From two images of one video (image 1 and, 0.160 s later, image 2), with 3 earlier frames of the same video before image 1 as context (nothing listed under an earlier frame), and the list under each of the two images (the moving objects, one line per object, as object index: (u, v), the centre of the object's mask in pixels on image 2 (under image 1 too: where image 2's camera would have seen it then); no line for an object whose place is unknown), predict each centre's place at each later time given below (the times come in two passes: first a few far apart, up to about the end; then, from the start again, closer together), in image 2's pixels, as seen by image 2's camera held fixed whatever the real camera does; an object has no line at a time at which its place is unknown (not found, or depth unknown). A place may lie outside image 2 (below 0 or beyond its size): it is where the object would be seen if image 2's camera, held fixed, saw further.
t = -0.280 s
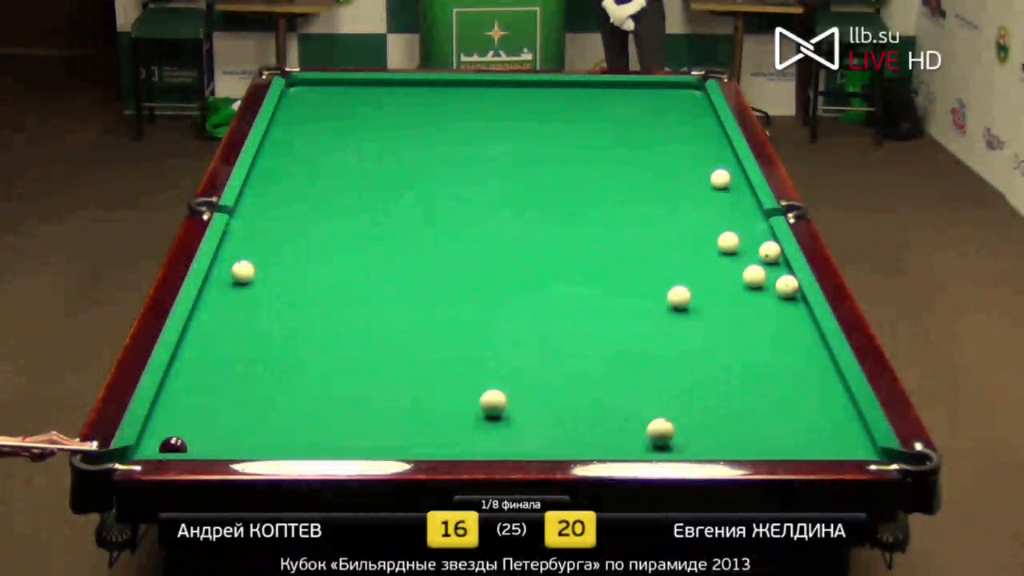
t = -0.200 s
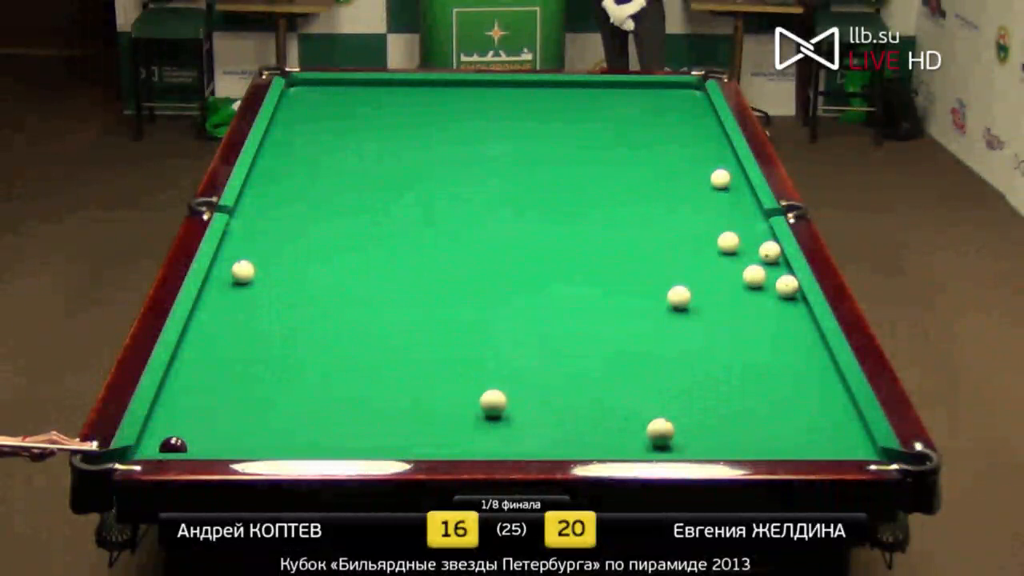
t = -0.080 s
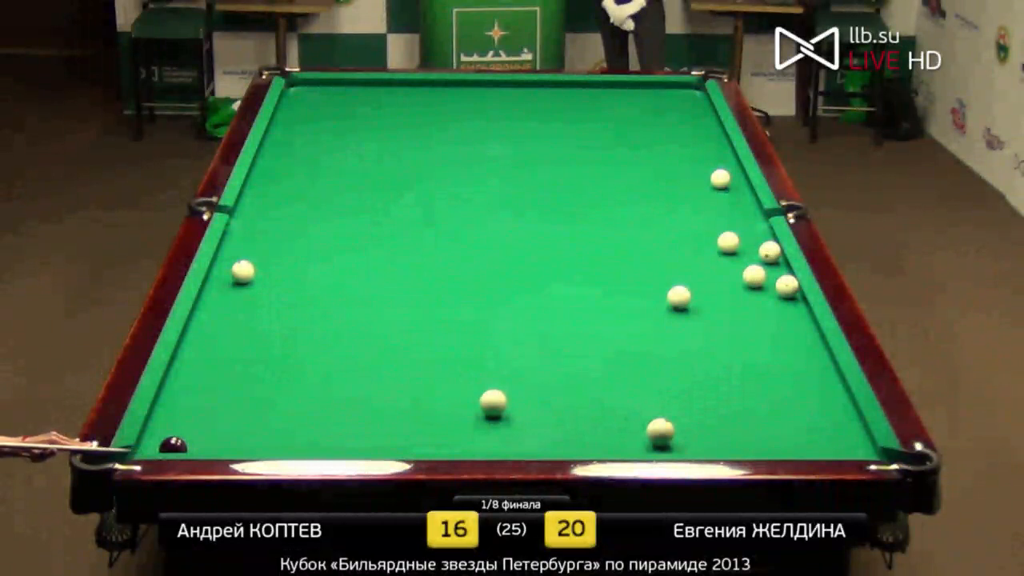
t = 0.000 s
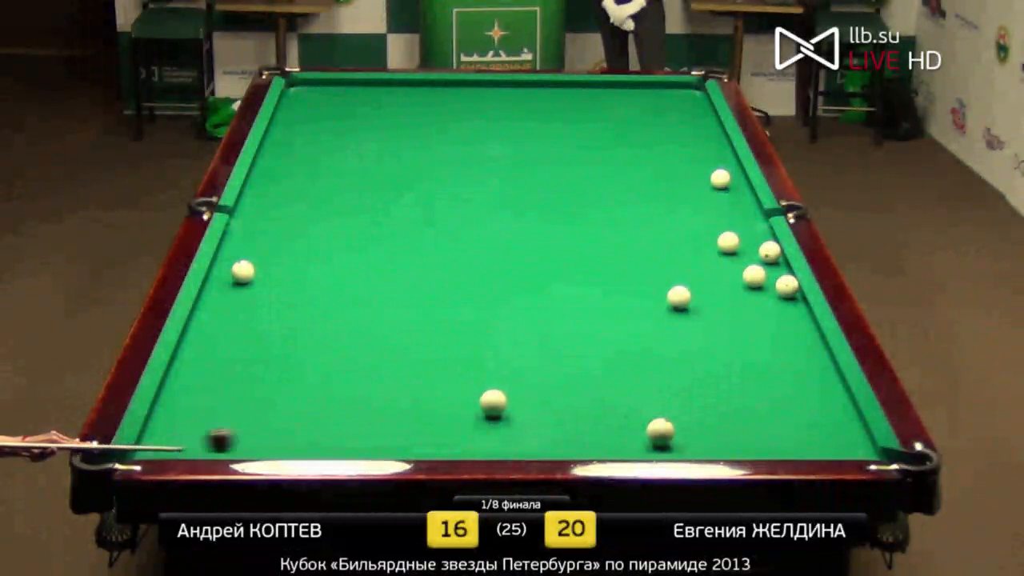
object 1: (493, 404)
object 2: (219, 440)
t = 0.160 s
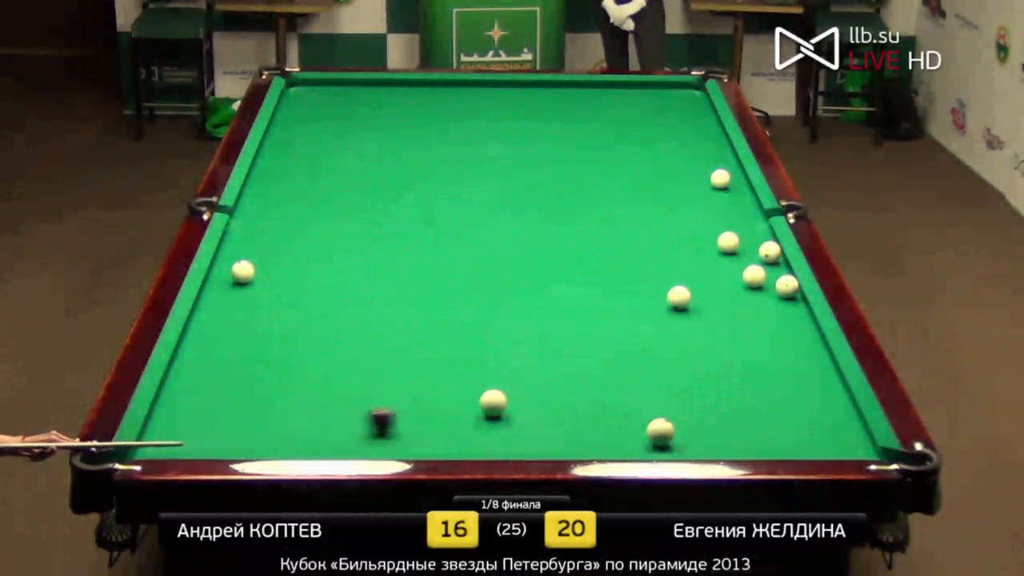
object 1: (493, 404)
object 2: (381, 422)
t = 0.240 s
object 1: (493, 403)
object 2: (450, 412)
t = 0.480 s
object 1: (631, 379)
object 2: (486, 410)
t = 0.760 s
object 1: (756, 358)
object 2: (514, 411)
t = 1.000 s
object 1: (789, 344)
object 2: (537, 411)
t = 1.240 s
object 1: (725, 333)
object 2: (559, 411)
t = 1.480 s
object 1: (666, 323)
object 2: (578, 411)
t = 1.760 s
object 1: (601, 311)
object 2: (599, 411)
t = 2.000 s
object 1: (548, 302)
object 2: (615, 410)
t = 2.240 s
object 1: (498, 293)
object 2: (630, 410)
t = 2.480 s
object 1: (449, 285)
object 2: (642, 410)
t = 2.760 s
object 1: (396, 276)
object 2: (655, 407)
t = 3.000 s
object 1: (352, 269)
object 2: (666, 408)
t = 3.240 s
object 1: (310, 261)
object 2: (674, 410)
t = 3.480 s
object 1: (270, 255)
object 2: (681, 410)
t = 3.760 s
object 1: (228, 247)
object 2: (686, 411)
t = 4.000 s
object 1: (252, 244)
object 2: (690, 411)
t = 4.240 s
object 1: (273, 241)
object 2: (691, 412)
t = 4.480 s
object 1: (293, 239)
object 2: (692, 412)
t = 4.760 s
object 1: (315, 235)
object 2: (692, 412)
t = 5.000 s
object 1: (333, 233)
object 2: (692, 412)
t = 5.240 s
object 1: (349, 230)
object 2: (692, 412)
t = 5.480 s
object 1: (364, 228)
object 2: (692, 412)
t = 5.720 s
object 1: (378, 226)
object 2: (692, 412)
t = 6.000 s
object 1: (392, 224)
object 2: (692, 412)
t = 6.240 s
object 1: (403, 222)
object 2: (692, 412)
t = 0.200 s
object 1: (493, 403)
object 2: (417, 418)
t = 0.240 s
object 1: (493, 403)
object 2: (450, 412)
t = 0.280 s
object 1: (506, 400)
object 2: (468, 409)
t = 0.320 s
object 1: (534, 396)
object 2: (470, 410)
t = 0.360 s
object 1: (560, 391)
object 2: (473, 410)
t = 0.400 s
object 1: (586, 386)
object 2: (477, 410)
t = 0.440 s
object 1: (609, 383)
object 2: (481, 410)
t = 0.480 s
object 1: (631, 379)
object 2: (486, 410)
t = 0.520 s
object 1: (651, 376)
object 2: (490, 410)
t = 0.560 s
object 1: (670, 372)
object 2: (494, 410)
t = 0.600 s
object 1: (688, 369)
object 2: (498, 411)
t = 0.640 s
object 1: (705, 367)
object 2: (502, 410)
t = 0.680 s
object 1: (722, 364)
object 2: (506, 411)
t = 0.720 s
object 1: (739, 361)
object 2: (510, 411)
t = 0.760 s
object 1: (756, 358)
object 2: (514, 411)
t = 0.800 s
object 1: (773, 355)
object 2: (518, 410)
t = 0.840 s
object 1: (789, 353)
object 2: (522, 411)
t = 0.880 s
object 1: (805, 349)
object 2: (526, 411)
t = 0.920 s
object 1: (818, 348)
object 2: (530, 411)
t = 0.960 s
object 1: (802, 345)
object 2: (533, 410)
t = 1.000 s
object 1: (789, 344)
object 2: (537, 411)
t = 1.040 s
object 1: (777, 342)
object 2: (541, 411)
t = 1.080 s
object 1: (765, 340)
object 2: (545, 411)
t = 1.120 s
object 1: (755, 338)
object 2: (548, 411)
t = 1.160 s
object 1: (745, 337)
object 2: (552, 411)
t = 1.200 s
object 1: (735, 335)
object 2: (555, 411)
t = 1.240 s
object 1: (725, 333)
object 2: (559, 411)
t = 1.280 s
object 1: (715, 331)
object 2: (562, 411)
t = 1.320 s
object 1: (705, 329)
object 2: (565, 411)
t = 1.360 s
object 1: (695, 328)
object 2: (569, 411)
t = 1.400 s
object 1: (685, 326)
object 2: (572, 411)
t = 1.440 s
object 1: (675, 324)
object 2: (575, 411)
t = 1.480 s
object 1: (666, 323)
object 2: (578, 411)
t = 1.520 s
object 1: (656, 321)
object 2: (581, 411)
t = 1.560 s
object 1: (647, 319)
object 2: (585, 411)
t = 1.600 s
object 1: (637, 318)
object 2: (587, 411)
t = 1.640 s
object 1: (628, 316)
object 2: (591, 411)
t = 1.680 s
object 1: (619, 315)
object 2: (593, 411)
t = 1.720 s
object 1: (610, 313)
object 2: (596, 411)
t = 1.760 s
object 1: (601, 311)
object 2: (599, 411)
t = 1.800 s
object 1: (592, 310)
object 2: (602, 411)
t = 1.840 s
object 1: (583, 308)
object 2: (605, 411)
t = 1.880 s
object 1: (574, 307)
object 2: (607, 411)
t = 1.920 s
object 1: (566, 305)
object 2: (610, 411)
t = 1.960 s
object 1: (557, 304)
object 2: (612, 410)
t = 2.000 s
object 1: (548, 302)
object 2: (615, 410)
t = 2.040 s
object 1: (539, 300)
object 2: (618, 410)
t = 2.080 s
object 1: (531, 299)
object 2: (620, 410)
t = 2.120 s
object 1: (522, 298)
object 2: (622, 410)
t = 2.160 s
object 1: (514, 296)
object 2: (625, 410)
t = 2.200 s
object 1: (506, 295)
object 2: (627, 410)
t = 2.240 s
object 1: (498, 293)
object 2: (630, 410)
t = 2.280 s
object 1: (489, 292)
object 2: (632, 410)
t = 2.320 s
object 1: (481, 291)
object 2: (634, 410)
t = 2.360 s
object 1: (473, 289)
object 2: (636, 410)
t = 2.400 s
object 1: (465, 288)
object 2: (638, 410)
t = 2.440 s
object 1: (457, 286)
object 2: (641, 410)
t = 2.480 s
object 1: (449, 285)
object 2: (642, 410)
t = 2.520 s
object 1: (441, 284)
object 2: (644, 409)
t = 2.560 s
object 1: (434, 283)
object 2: (646, 409)
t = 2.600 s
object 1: (425, 281)
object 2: (648, 409)
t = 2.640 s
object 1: (418, 280)
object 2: (650, 408)
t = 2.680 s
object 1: (411, 279)
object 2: (652, 408)
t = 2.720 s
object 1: (403, 277)
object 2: (654, 408)
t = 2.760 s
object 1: (396, 276)
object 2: (655, 407)
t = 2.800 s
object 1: (388, 275)
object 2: (657, 407)
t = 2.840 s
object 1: (381, 274)
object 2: (659, 408)
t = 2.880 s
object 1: (374, 272)
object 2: (661, 408)
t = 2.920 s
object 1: (366, 271)
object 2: (663, 407)
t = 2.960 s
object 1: (359, 270)
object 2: (664, 408)
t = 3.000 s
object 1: (352, 269)
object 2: (666, 408)
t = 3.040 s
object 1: (345, 268)
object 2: (668, 408)
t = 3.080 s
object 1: (338, 266)
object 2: (669, 408)
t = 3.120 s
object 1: (331, 265)
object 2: (670, 409)
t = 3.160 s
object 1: (324, 264)
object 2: (671, 409)
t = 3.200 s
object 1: (317, 263)
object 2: (673, 409)
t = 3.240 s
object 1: (310, 261)
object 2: (674, 410)
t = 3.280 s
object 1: (303, 260)
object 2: (675, 410)
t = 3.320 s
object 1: (296, 259)
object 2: (676, 410)
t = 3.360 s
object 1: (290, 258)
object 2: (677, 410)
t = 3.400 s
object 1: (284, 257)
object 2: (678, 410)
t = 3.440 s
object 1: (277, 256)
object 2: (679, 410)
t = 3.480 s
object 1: (270, 255)
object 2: (681, 410)
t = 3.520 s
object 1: (264, 254)
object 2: (682, 410)
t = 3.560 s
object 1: (258, 252)
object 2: (682, 411)
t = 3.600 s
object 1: (252, 251)
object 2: (683, 411)
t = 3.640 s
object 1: (245, 250)
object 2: (684, 411)
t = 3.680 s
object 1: (238, 249)
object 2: (685, 411)
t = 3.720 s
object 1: (232, 248)
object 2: (686, 411)
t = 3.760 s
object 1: (228, 247)
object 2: (686, 411)
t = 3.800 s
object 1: (232, 247)
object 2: (687, 411)
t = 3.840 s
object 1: (237, 246)
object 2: (688, 411)
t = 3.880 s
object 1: (240, 245)
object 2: (688, 411)
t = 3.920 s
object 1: (244, 245)
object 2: (689, 411)
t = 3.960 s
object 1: (248, 245)
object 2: (689, 411)
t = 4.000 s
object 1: (252, 244)
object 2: (690, 411)
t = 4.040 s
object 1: (256, 244)
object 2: (690, 412)
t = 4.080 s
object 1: (259, 243)
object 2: (691, 412)
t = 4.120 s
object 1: (263, 243)
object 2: (691, 412)
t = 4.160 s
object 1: (266, 242)
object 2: (691, 412)
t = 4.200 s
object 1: (270, 242)
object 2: (691, 412)
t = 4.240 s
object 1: (273, 241)
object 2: (691, 412)
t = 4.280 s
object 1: (277, 241)
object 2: (692, 412)
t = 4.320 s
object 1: (280, 241)
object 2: (692, 412)
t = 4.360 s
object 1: (284, 240)
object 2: (692, 412)
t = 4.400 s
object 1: (287, 239)
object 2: (692, 412)
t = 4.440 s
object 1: (290, 239)
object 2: (692, 412)
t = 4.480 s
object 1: (293, 239)
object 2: (692, 412)
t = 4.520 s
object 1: (296, 238)
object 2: (692, 412)
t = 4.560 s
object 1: (300, 238)
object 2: (692, 412)
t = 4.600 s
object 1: (303, 237)
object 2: (692, 412)
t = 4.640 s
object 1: (306, 237)
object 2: (692, 412)
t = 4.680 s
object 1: (309, 236)
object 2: (692, 412)
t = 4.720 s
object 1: (312, 236)
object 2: (692, 412)
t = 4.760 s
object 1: (315, 235)
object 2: (692, 412)
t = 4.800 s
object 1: (318, 235)
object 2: (692, 412)
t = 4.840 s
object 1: (321, 234)
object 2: (692, 412)
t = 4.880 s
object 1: (324, 234)
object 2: (692, 412)
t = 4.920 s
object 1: (327, 233)
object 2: (692, 412)
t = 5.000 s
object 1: (333, 233)
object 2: (692, 412)
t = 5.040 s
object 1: (335, 232)
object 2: (692, 412)
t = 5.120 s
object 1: (341, 231)
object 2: (692, 412)
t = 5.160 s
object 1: (343, 231)
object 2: (692, 412)
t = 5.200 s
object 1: (346, 231)
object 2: (692, 412)
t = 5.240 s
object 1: (349, 230)
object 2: (692, 412)
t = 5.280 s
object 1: (351, 230)
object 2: (692, 412)
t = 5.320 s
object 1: (354, 230)
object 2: (692, 412)
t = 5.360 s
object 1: (356, 229)
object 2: (692, 412)
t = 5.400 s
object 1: (359, 229)
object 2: (692, 412)
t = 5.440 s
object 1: (361, 228)
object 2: (692, 412)
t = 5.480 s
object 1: (364, 228)
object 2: (692, 412)
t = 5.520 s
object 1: (366, 228)
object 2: (692, 412)
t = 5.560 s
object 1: (368, 227)
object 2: (692, 412)
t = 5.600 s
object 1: (371, 227)
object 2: (692, 412)
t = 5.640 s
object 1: (373, 227)
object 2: (692, 412)
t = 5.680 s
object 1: (375, 226)
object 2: (692, 412)
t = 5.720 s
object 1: (378, 226)
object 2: (692, 412)
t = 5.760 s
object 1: (380, 226)
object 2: (692, 412)
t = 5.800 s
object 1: (382, 225)
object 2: (692, 412)
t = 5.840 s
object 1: (384, 225)
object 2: (692, 412)
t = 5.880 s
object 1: (386, 225)
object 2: (692, 412)
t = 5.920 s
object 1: (388, 224)
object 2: (692, 412)
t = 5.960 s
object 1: (390, 224)
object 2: (692, 412)
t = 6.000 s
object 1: (392, 224)
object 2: (692, 412)
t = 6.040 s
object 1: (394, 224)
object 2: (692, 412)
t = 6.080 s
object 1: (396, 223)
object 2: (692, 412)
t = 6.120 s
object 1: (398, 223)
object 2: (692, 412)
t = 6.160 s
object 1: (399, 223)
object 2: (692, 412)
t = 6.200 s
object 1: (401, 223)
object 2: (692, 412)
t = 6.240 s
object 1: (403, 222)
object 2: (692, 412)
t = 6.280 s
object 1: (404, 222)
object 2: (692, 413)
